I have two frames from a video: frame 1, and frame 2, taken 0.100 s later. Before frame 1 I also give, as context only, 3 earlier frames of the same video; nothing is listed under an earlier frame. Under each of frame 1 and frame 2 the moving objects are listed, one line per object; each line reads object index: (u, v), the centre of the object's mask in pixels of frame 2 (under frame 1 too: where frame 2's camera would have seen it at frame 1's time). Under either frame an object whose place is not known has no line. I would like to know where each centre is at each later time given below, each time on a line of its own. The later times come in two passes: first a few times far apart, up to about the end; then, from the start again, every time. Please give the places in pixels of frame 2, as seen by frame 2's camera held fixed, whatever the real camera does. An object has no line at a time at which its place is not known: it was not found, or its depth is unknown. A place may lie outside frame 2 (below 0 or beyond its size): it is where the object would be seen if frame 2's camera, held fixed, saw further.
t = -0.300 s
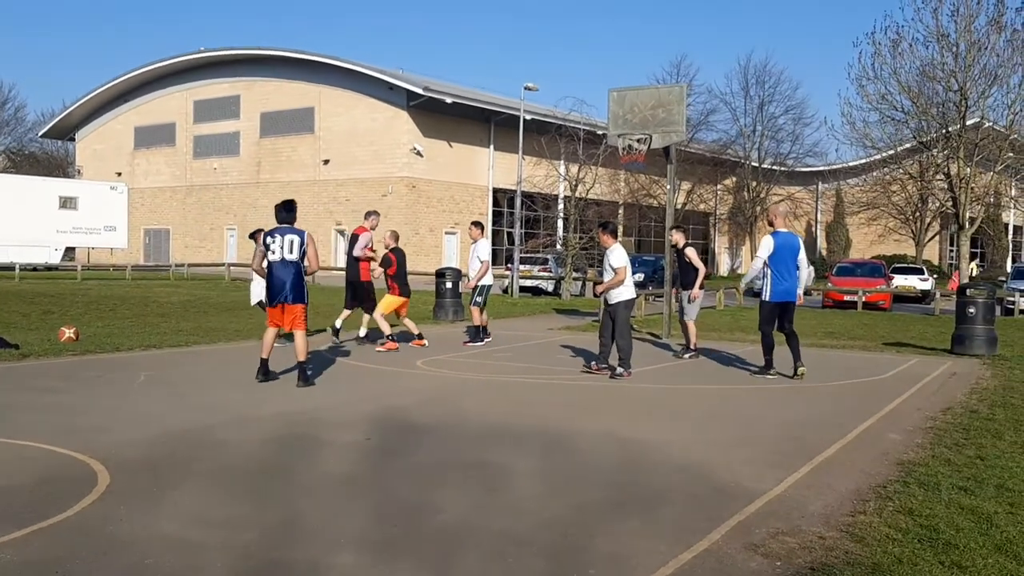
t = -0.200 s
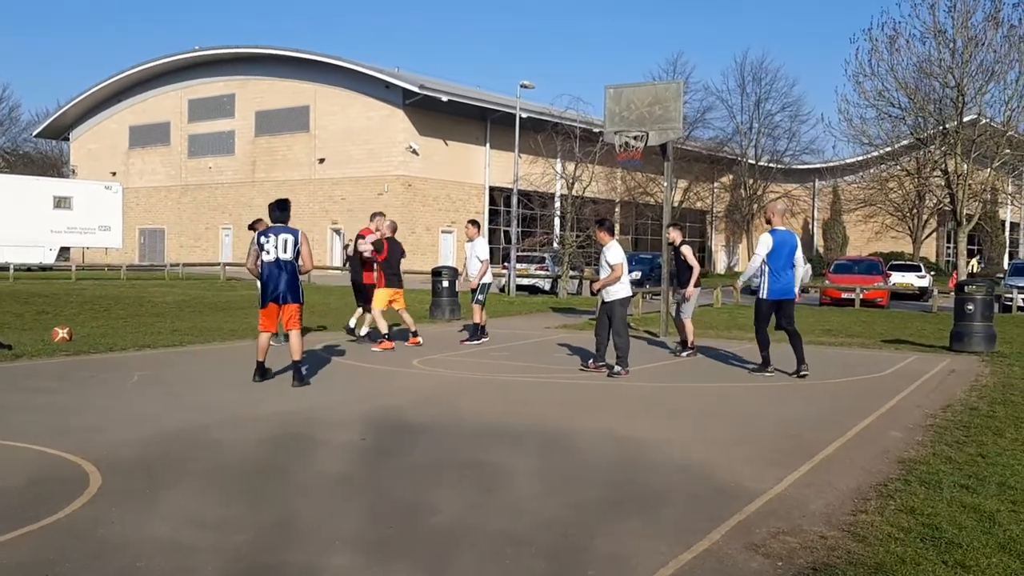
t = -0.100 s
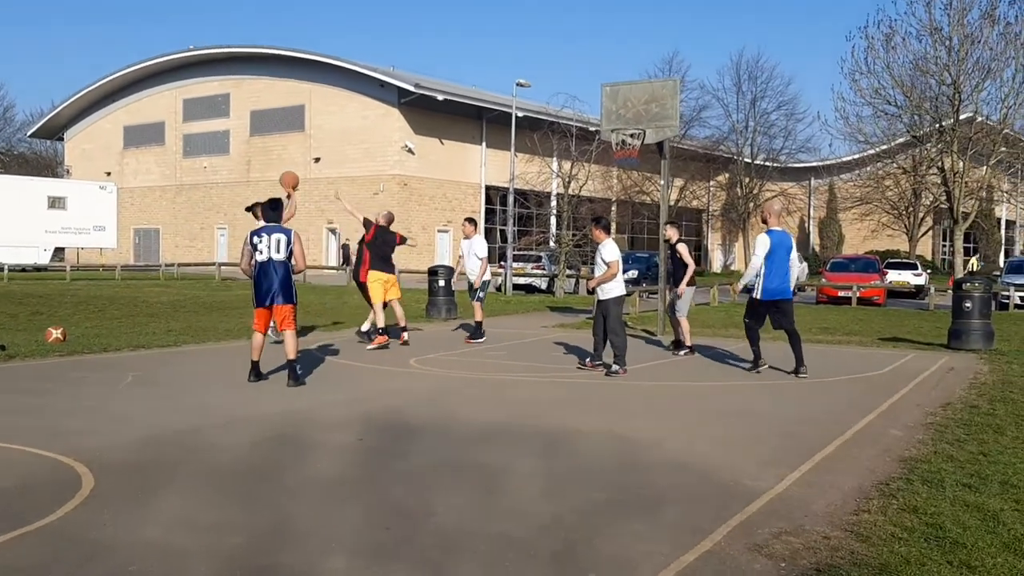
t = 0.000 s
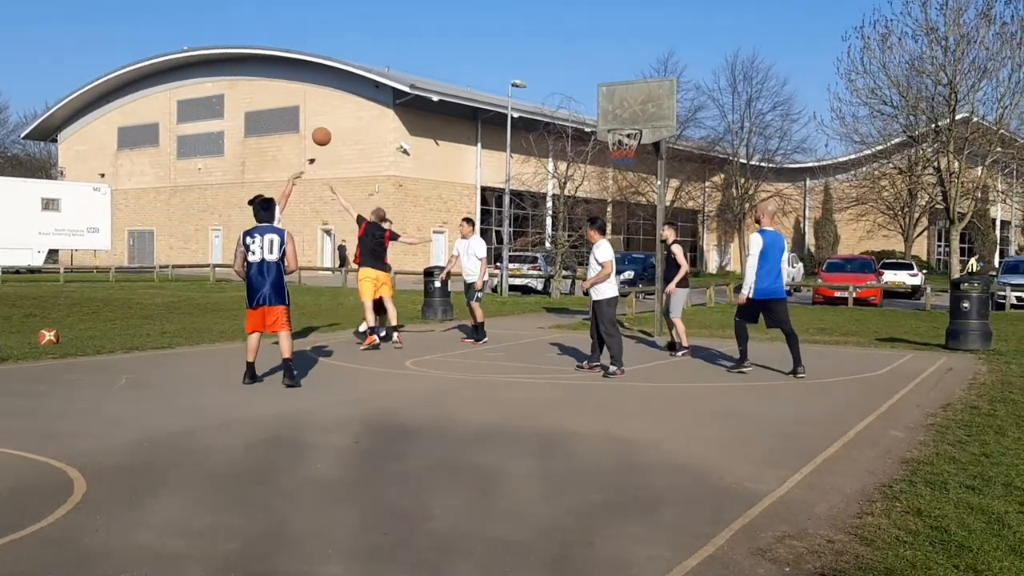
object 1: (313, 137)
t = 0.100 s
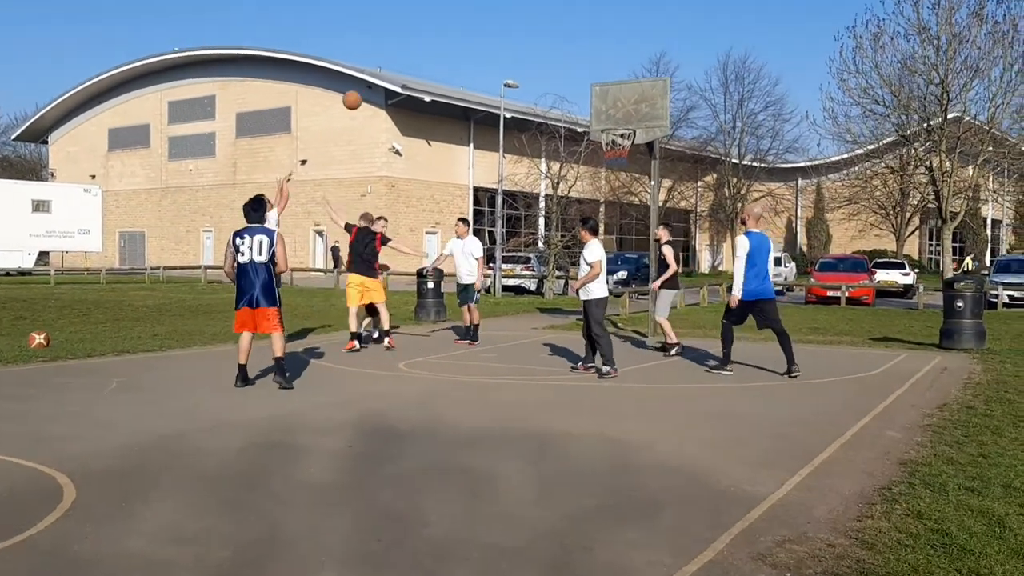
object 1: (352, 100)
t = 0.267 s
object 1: (413, 58)
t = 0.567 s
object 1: (514, 41)
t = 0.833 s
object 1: (594, 81)
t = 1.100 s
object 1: (647, 99)
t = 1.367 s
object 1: (657, 79)
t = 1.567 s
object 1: (663, 98)
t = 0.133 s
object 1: (364, 89)
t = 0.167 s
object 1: (376, 80)
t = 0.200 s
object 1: (388, 72)
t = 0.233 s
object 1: (401, 64)
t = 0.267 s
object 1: (413, 58)
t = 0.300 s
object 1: (425, 52)
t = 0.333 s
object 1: (436, 48)
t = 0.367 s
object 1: (448, 45)
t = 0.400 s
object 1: (459, 42)
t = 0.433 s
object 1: (470, 40)
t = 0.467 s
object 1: (482, 39)
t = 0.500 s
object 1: (493, 39)
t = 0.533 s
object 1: (504, 39)
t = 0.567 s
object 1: (514, 41)
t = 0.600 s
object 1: (525, 43)
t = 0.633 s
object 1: (535, 46)
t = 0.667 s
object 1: (545, 50)
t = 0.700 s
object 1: (555, 55)
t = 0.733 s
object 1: (565, 60)
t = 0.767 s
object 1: (575, 67)
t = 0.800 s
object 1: (585, 73)
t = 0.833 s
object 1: (594, 81)
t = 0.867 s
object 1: (604, 90)
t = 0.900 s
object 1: (613, 99)
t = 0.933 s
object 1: (623, 109)
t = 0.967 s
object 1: (633, 119)
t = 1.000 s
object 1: (639, 121)
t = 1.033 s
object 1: (645, 112)
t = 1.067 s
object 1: (647, 105)
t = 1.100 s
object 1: (647, 99)
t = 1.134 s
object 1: (649, 94)
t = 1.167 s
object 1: (650, 90)
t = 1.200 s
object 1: (651, 86)
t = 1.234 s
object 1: (652, 83)
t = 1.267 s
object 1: (653, 81)
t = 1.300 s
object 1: (655, 79)
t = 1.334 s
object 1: (656, 79)
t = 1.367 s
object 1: (657, 79)
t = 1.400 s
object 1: (658, 80)
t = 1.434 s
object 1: (659, 82)
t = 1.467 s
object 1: (660, 85)
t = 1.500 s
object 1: (662, 87)
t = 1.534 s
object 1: (663, 93)
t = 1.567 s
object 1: (663, 98)
